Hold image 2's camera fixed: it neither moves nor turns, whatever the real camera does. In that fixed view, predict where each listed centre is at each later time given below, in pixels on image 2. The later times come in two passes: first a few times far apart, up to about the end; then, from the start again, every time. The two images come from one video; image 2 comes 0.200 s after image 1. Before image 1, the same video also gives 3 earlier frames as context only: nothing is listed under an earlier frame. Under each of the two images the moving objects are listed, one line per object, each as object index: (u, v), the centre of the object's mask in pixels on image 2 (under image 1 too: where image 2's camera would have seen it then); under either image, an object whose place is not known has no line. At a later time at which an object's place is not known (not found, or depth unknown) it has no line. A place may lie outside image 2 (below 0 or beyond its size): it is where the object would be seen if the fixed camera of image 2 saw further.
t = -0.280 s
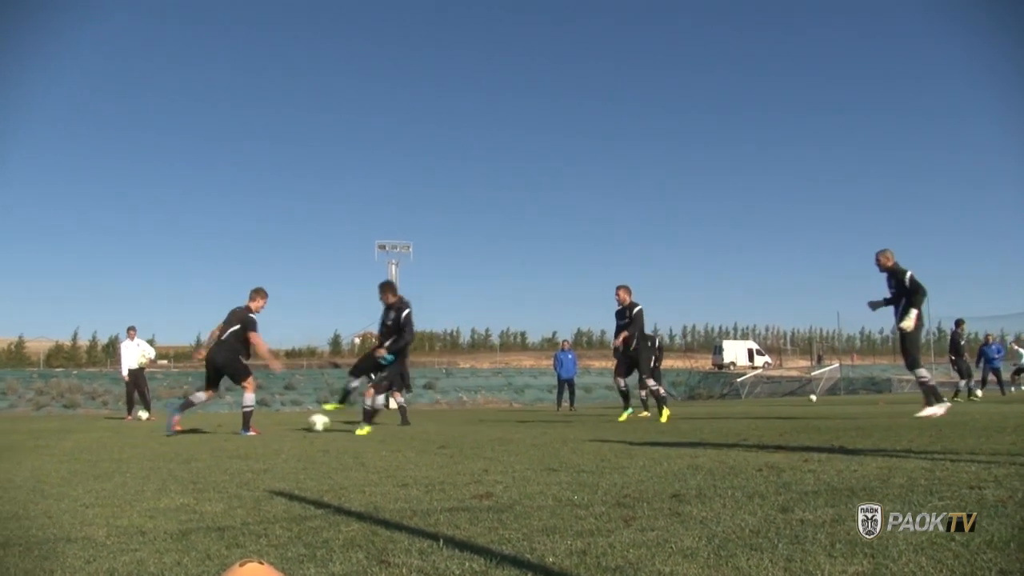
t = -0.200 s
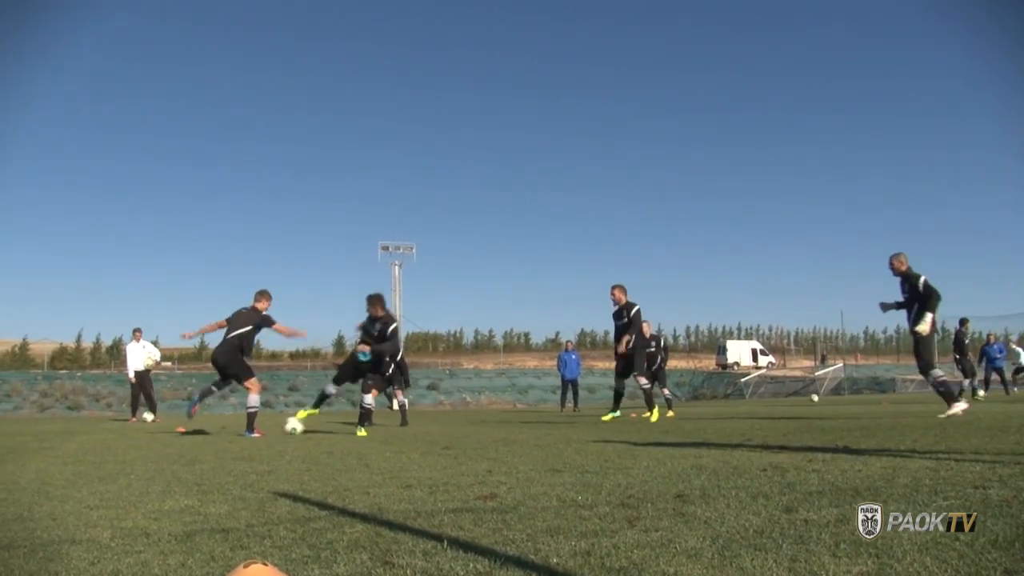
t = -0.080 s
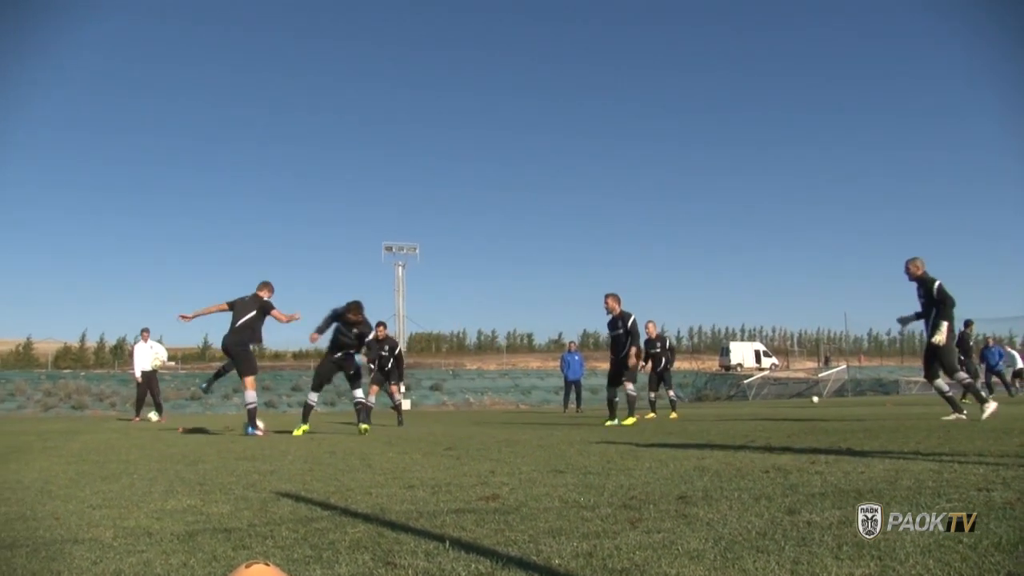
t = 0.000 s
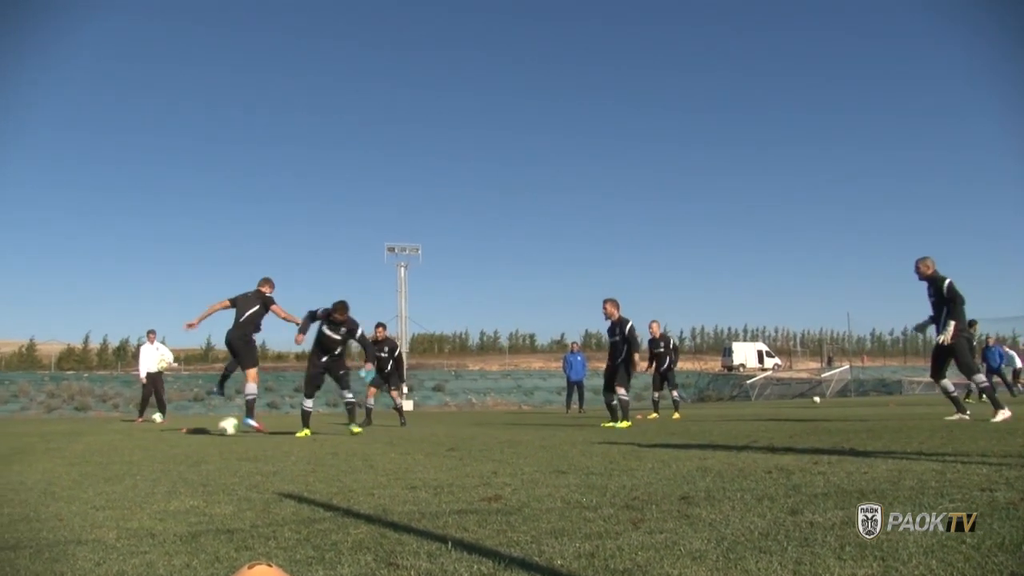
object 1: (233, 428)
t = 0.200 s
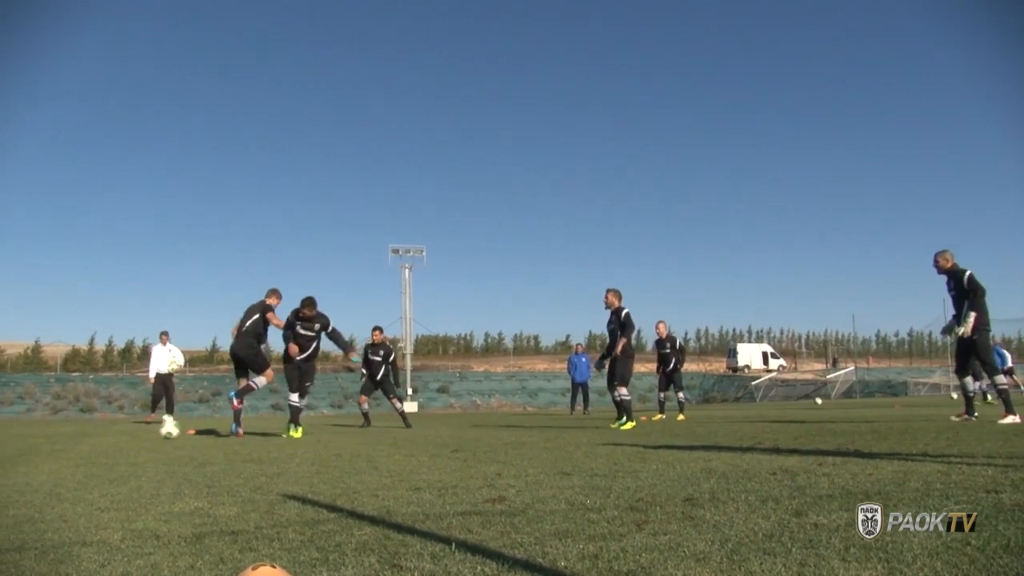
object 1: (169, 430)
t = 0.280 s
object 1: (145, 430)
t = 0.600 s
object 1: (55, 432)
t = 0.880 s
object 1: (-16, 433)
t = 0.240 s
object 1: (157, 430)
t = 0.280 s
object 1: (145, 430)
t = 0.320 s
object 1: (133, 429)
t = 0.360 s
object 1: (122, 429)
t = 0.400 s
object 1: (110, 430)
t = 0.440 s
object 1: (99, 431)
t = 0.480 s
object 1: (87, 430)
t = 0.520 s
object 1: (77, 430)
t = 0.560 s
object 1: (66, 431)
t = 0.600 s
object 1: (55, 432)
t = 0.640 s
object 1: (45, 432)
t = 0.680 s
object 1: (34, 432)
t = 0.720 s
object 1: (24, 432)
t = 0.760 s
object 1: (14, 432)
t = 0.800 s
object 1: (4, 432)
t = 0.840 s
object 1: (-7, 433)
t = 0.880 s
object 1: (-16, 433)
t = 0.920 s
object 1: (-24, 433)
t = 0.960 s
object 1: (-29, 433)
